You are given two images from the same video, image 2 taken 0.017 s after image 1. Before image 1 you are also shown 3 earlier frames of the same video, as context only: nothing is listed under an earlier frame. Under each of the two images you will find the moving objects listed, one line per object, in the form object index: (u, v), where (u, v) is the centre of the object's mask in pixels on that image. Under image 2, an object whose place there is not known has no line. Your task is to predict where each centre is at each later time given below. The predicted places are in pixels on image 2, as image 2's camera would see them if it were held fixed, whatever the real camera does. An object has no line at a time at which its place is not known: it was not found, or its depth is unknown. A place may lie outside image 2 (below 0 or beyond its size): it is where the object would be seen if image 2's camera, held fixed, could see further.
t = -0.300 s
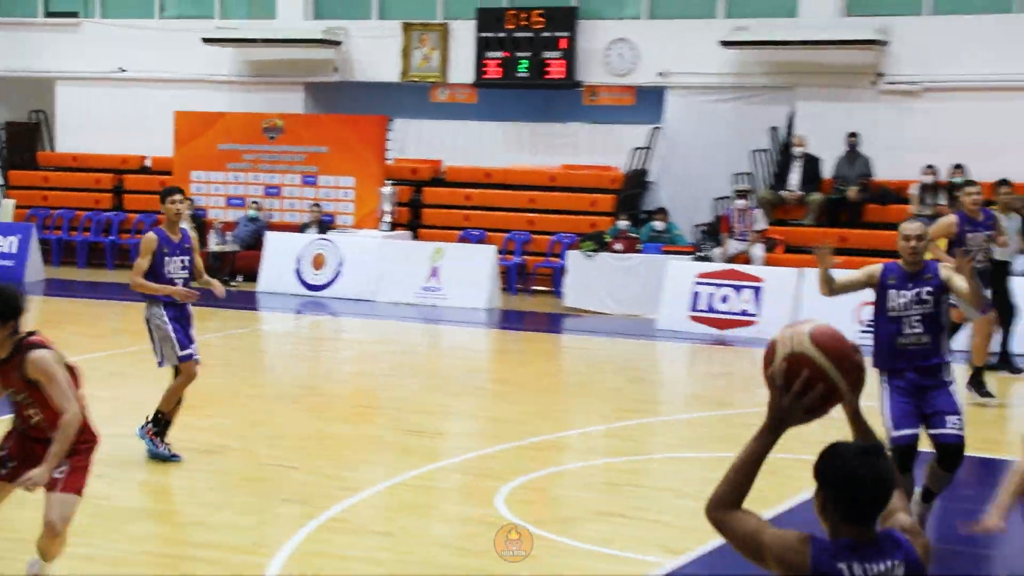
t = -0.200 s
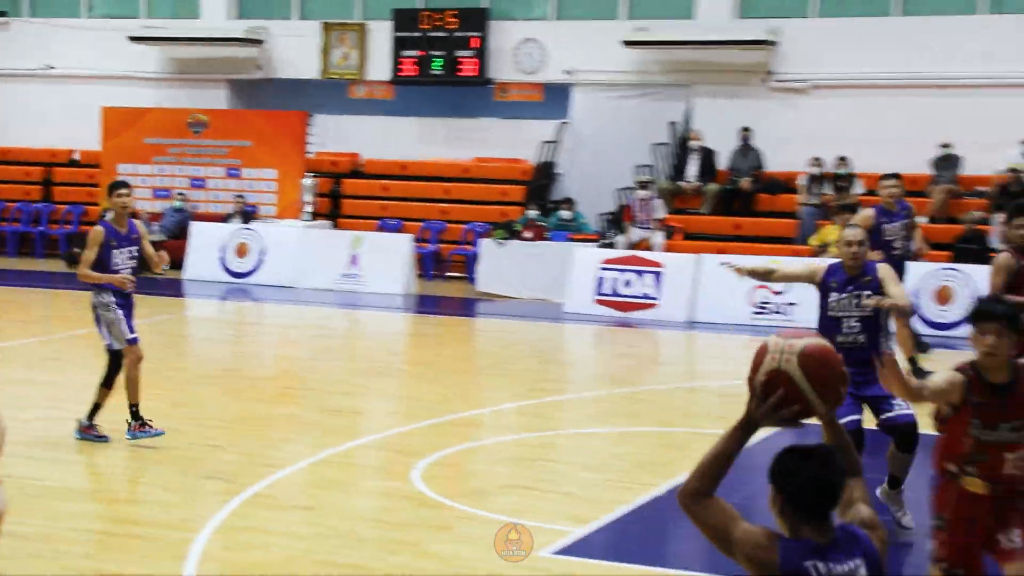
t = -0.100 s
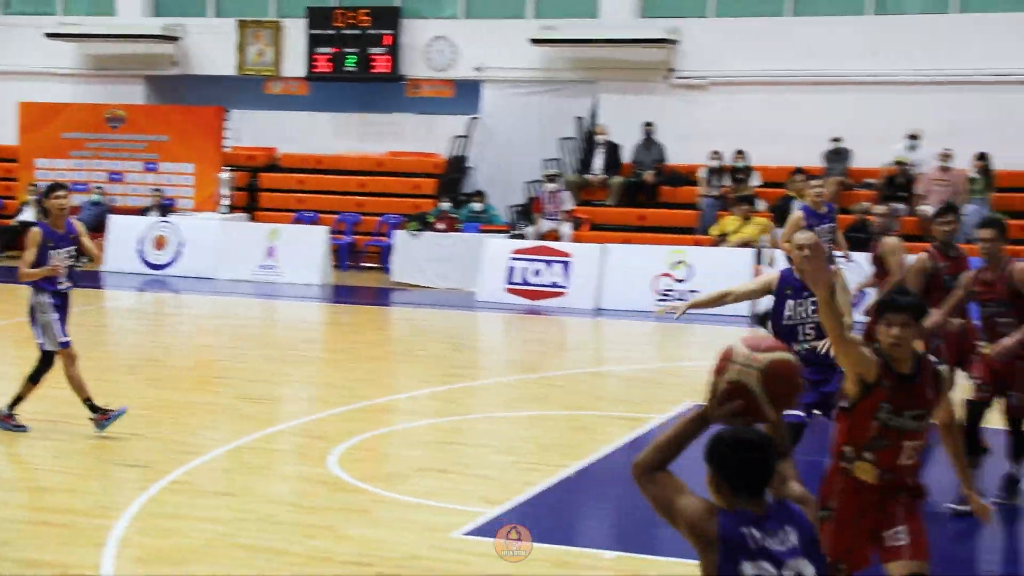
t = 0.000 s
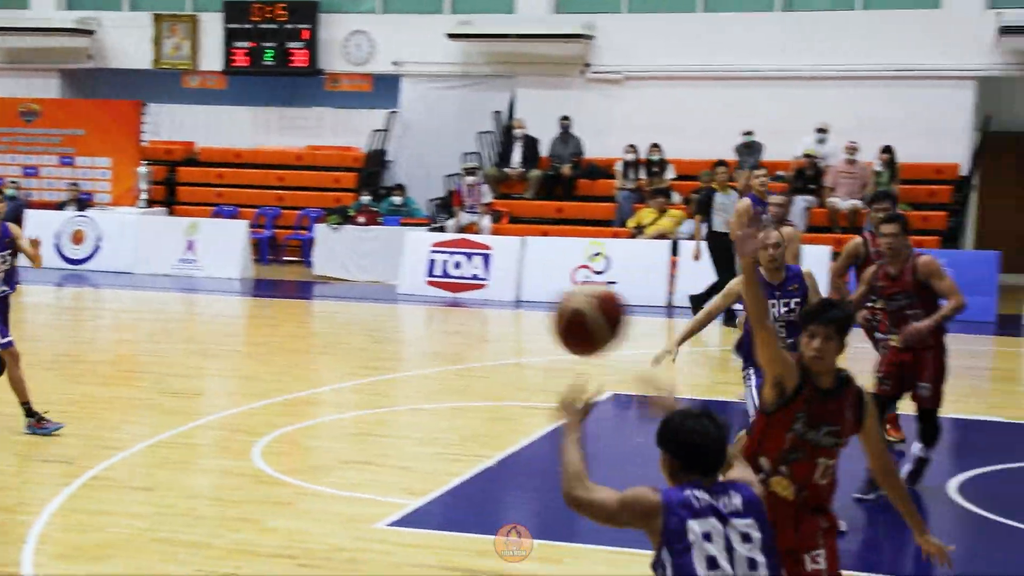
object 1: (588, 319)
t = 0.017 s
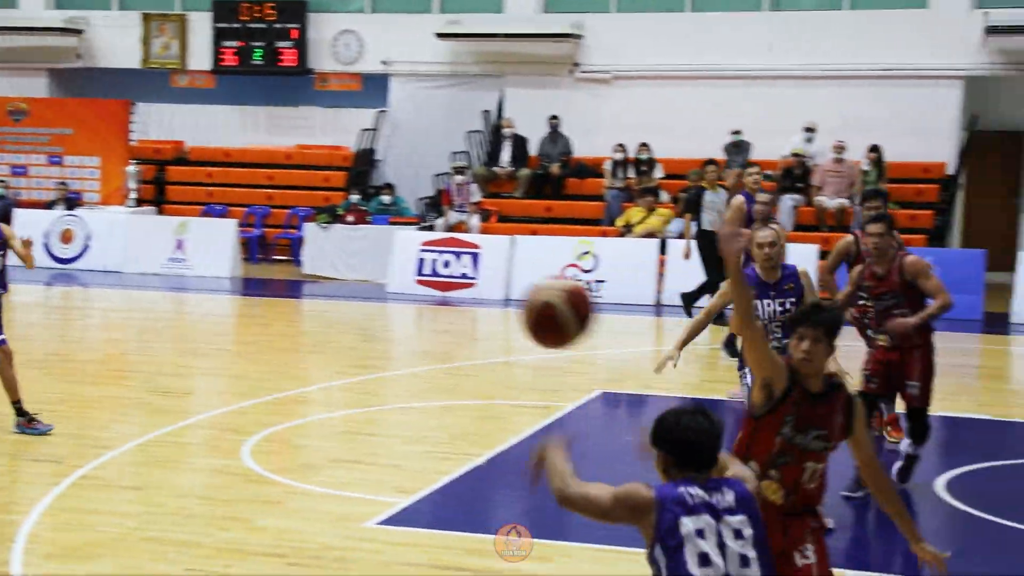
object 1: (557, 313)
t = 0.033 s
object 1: (540, 313)
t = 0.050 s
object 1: (524, 314)
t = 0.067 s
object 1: (506, 314)
